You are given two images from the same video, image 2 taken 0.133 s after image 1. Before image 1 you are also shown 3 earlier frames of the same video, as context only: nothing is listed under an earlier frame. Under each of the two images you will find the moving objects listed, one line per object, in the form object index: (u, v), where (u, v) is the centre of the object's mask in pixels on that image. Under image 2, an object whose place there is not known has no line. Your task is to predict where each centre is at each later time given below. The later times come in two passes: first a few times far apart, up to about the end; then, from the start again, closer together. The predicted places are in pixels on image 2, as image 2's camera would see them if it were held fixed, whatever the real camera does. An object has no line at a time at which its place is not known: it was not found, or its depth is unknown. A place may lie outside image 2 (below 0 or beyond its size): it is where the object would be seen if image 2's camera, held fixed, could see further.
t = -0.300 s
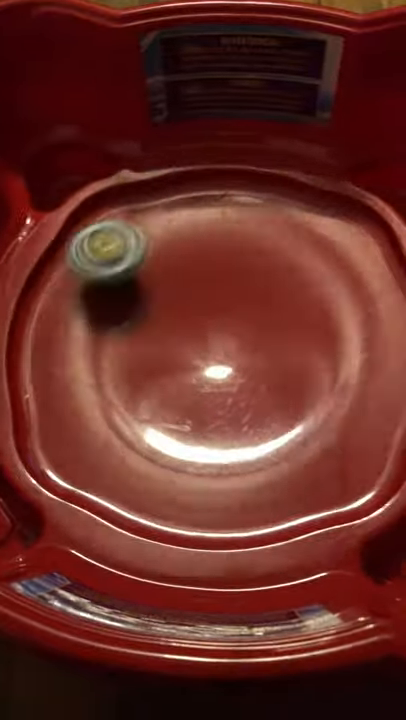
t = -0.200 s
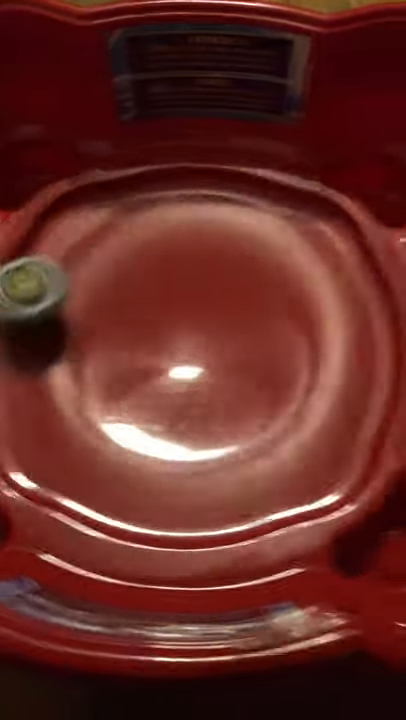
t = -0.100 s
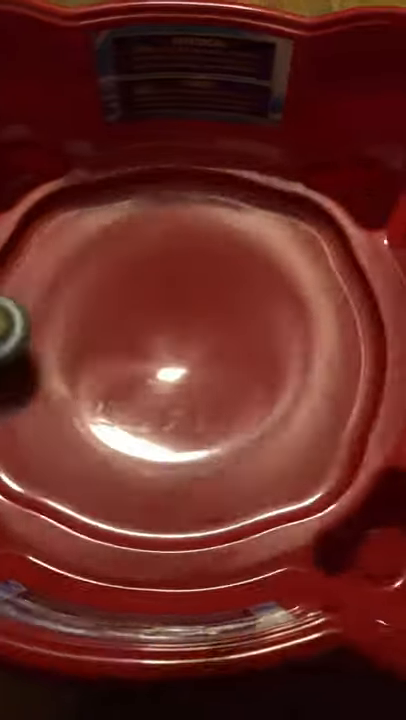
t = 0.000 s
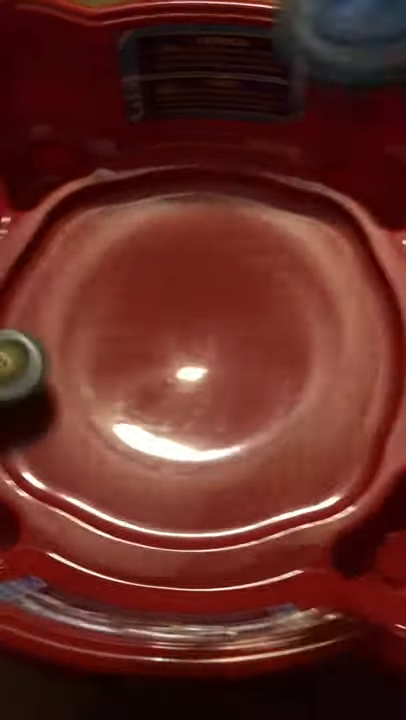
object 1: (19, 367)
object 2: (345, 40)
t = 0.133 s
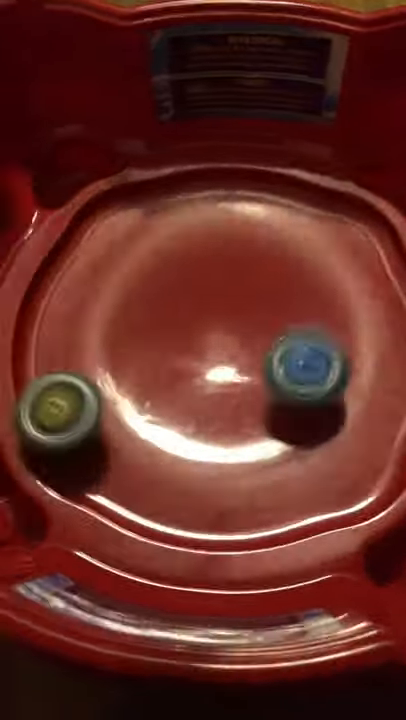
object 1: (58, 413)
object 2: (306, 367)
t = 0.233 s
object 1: (88, 440)
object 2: (326, 282)
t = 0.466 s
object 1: (245, 449)
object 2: (300, 373)
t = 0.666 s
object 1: (332, 374)
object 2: (248, 294)
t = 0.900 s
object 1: (297, 240)
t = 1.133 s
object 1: (180, 214)
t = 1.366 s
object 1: (105, 296)
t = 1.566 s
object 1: (159, 415)
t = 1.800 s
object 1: (338, 404)
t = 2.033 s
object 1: (377, 303)
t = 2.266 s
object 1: (359, 239)
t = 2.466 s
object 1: (284, 217)
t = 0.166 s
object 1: (65, 423)
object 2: (311, 346)
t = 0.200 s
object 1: (75, 435)
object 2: (318, 311)
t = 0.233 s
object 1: (88, 440)
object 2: (326, 282)
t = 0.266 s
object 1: (105, 447)
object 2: (331, 257)
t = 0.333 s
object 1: (145, 459)
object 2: (330, 258)
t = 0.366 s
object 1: (169, 464)
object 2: (327, 283)
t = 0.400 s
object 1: (193, 462)
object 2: (319, 312)
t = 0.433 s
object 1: (220, 457)
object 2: (310, 346)
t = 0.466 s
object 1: (245, 449)
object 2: (300, 373)
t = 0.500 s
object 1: (263, 445)
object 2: (291, 342)
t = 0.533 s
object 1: (278, 439)
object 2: (285, 311)
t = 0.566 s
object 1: (290, 429)
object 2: (276, 291)
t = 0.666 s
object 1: (332, 374)
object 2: (248, 294)
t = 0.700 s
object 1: (339, 352)
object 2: (238, 312)
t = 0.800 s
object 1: (334, 289)
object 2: (193, 314)
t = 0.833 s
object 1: (324, 269)
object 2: (185, 323)
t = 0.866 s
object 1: (312, 254)
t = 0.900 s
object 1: (297, 240)
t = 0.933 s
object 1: (280, 229)
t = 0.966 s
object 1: (264, 220)
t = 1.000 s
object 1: (246, 214)
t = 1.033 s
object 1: (228, 210)
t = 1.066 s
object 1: (211, 210)
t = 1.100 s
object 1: (195, 211)
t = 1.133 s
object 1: (180, 214)
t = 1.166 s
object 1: (163, 222)
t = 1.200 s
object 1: (151, 229)
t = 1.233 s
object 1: (139, 239)
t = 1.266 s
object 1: (129, 250)
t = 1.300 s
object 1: (118, 264)
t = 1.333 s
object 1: (110, 279)
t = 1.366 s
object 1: (105, 296)
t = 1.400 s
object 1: (103, 315)
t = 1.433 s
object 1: (104, 334)
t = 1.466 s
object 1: (109, 354)
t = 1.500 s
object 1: (121, 377)
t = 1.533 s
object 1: (137, 399)
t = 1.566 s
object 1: (159, 415)
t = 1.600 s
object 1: (184, 427)
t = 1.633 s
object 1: (213, 434)
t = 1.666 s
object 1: (242, 435)
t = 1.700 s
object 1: (272, 431)
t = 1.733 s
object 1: (298, 425)
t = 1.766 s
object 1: (320, 415)
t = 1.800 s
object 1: (338, 404)
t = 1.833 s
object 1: (355, 390)
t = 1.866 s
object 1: (363, 372)
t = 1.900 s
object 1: (369, 358)
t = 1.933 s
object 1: (373, 343)
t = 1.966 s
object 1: (375, 329)
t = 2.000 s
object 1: (376, 320)
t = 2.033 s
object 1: (377, 303)
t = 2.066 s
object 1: (377, 293)
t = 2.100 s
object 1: (376, 283)
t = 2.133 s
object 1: (374, 272)
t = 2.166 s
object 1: (372, 262)
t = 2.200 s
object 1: (369, 254)
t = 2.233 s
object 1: (364, 246)
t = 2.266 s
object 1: (359, 239)
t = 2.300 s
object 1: (349, 233)
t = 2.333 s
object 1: (338, 228)
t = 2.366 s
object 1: (326, 223)
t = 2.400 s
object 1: (314, 219)
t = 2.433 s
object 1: (299, 217)
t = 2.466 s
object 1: (284, 217)
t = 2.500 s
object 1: (269, 218)
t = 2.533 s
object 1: (252, 221)
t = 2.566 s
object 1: (232, 226)
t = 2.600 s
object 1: (213, 233)
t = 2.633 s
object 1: (192, 243)
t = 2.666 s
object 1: (171, 259)
